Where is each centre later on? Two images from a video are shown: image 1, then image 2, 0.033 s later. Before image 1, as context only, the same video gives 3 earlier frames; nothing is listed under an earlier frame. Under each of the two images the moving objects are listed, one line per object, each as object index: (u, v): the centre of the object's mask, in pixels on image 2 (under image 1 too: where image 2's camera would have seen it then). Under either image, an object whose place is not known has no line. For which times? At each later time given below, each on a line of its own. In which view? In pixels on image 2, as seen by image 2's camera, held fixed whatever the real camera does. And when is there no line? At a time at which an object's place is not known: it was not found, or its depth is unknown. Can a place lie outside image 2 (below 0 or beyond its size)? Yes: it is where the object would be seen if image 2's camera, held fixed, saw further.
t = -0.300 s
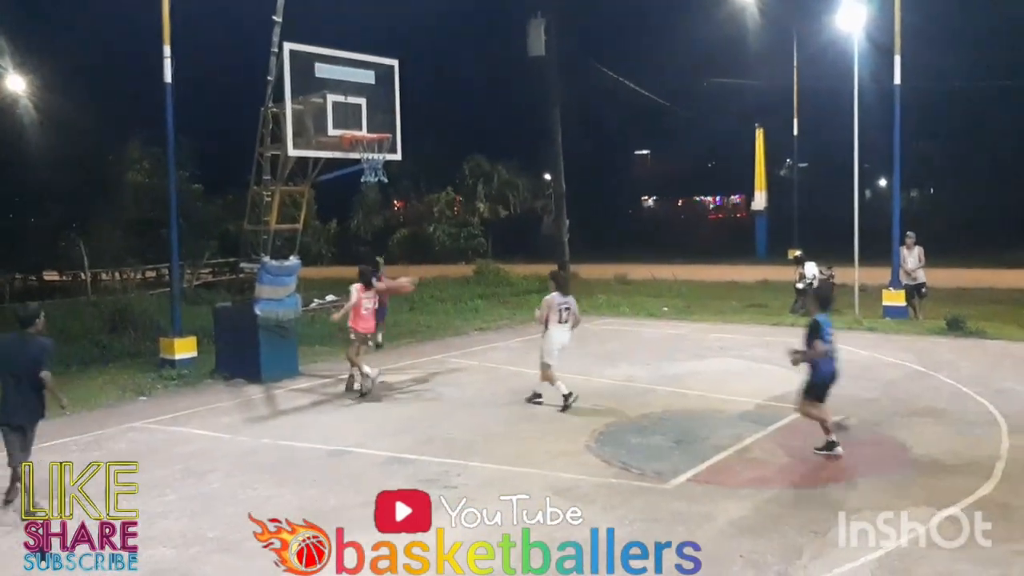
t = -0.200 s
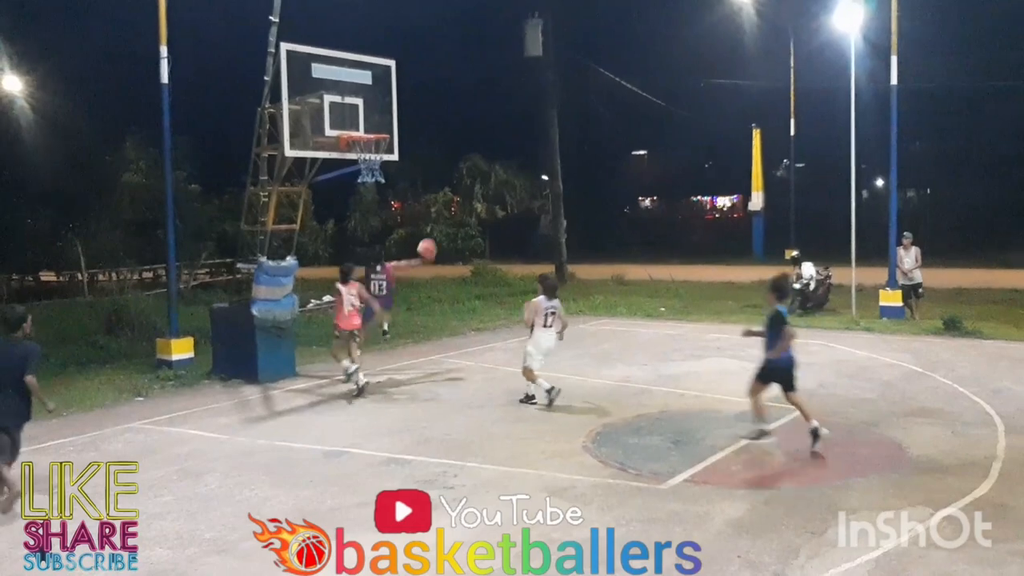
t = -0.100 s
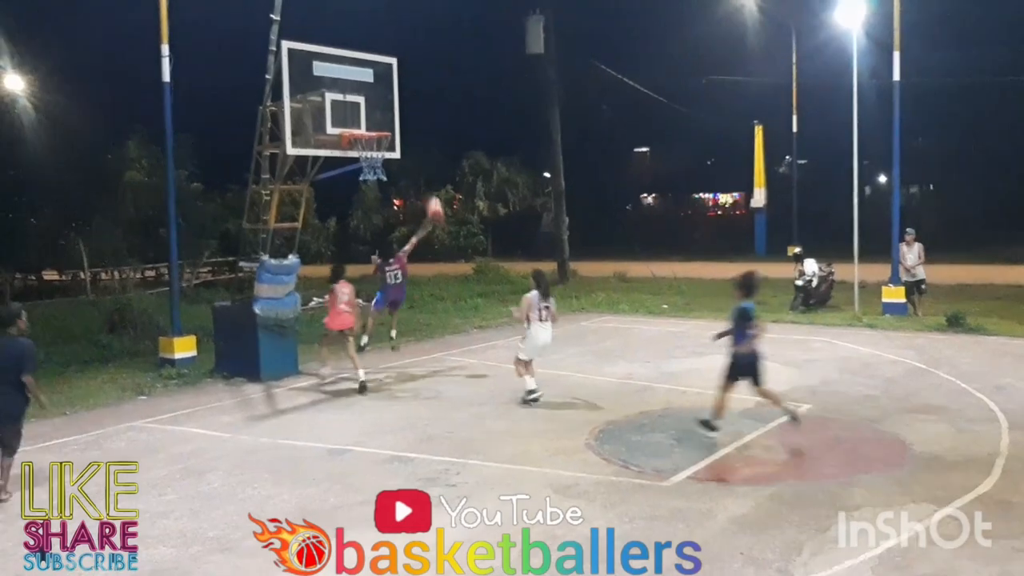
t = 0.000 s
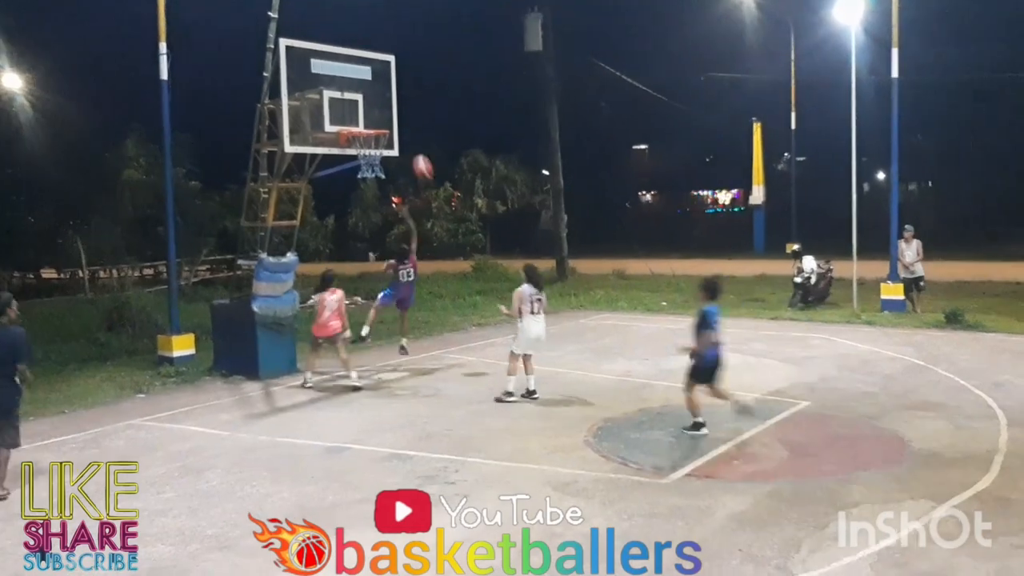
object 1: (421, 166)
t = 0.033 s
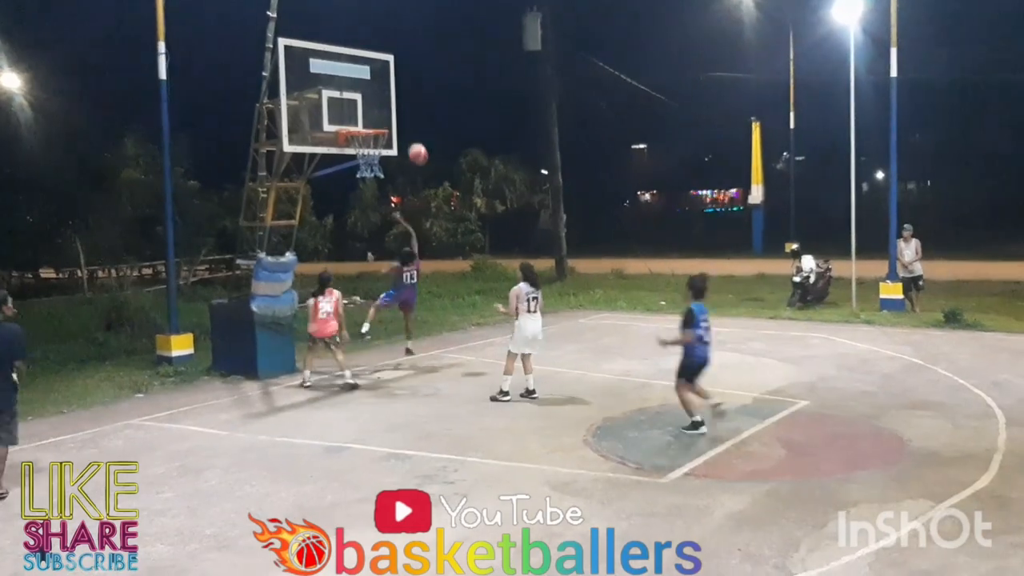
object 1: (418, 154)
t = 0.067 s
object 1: (414, 143)
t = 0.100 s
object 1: (411, 133)
